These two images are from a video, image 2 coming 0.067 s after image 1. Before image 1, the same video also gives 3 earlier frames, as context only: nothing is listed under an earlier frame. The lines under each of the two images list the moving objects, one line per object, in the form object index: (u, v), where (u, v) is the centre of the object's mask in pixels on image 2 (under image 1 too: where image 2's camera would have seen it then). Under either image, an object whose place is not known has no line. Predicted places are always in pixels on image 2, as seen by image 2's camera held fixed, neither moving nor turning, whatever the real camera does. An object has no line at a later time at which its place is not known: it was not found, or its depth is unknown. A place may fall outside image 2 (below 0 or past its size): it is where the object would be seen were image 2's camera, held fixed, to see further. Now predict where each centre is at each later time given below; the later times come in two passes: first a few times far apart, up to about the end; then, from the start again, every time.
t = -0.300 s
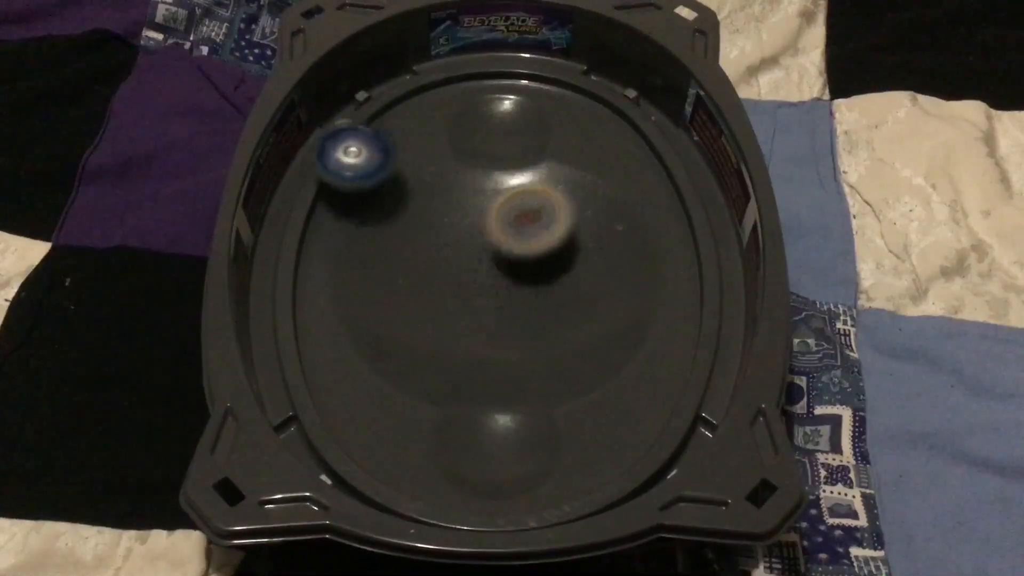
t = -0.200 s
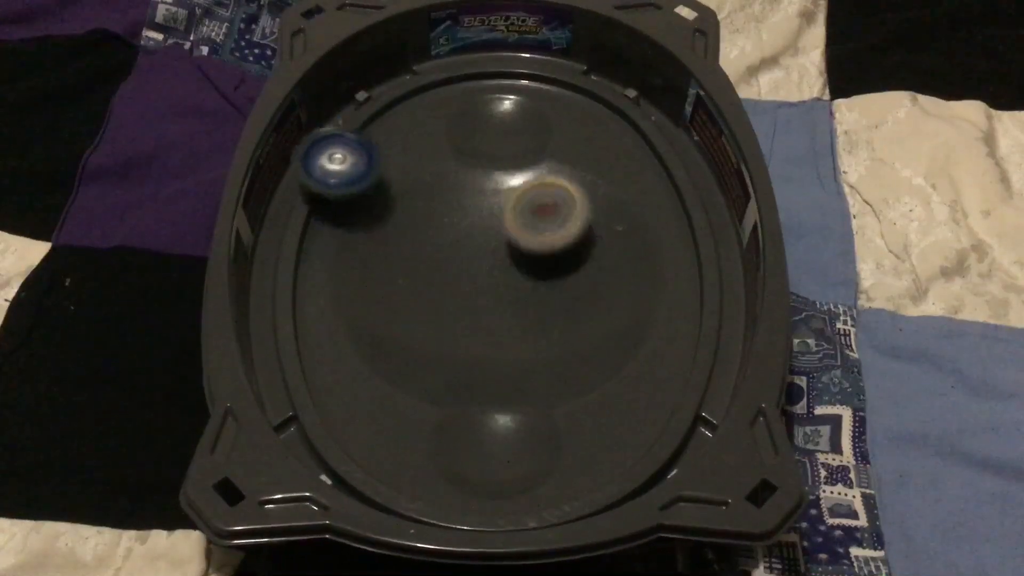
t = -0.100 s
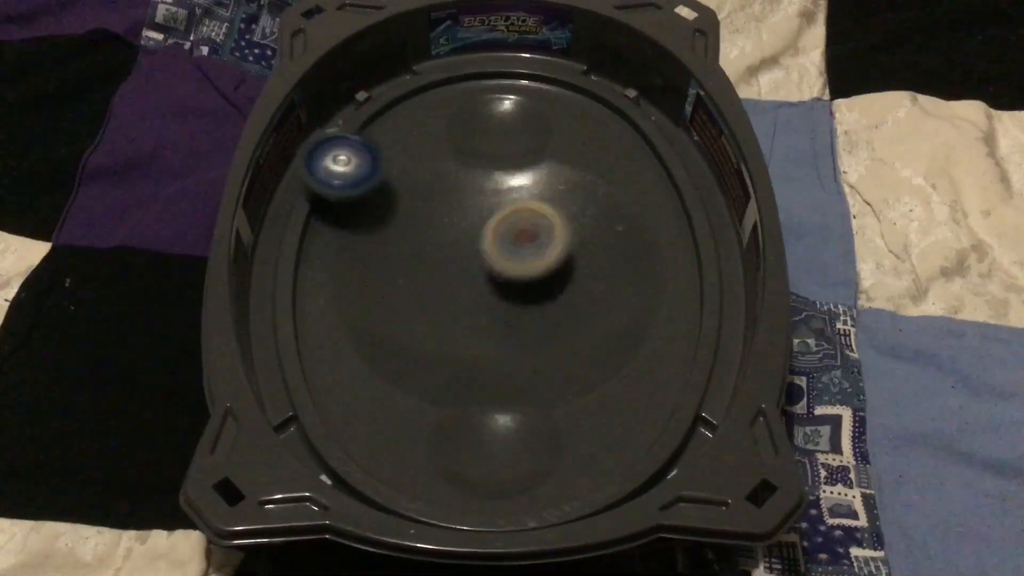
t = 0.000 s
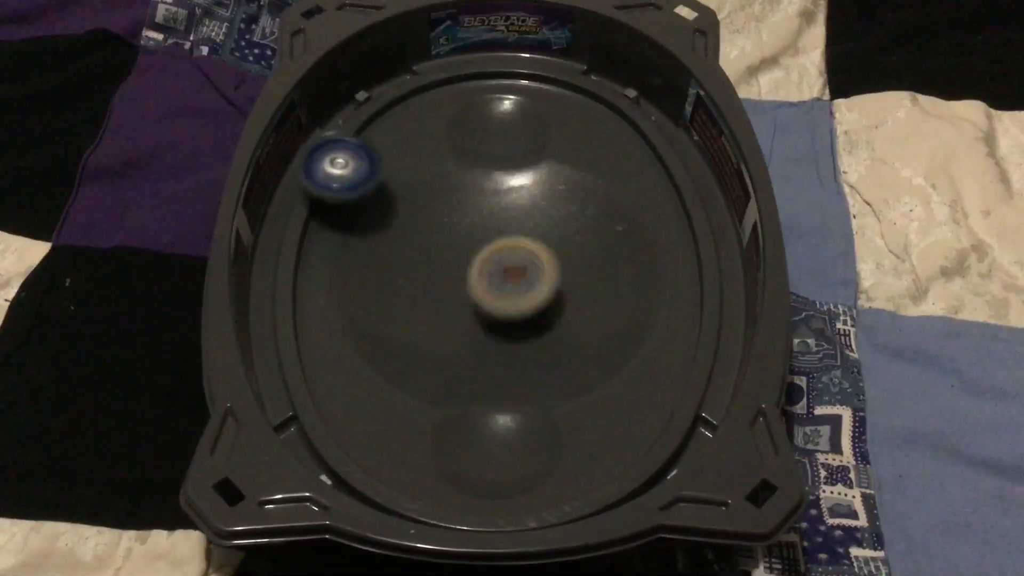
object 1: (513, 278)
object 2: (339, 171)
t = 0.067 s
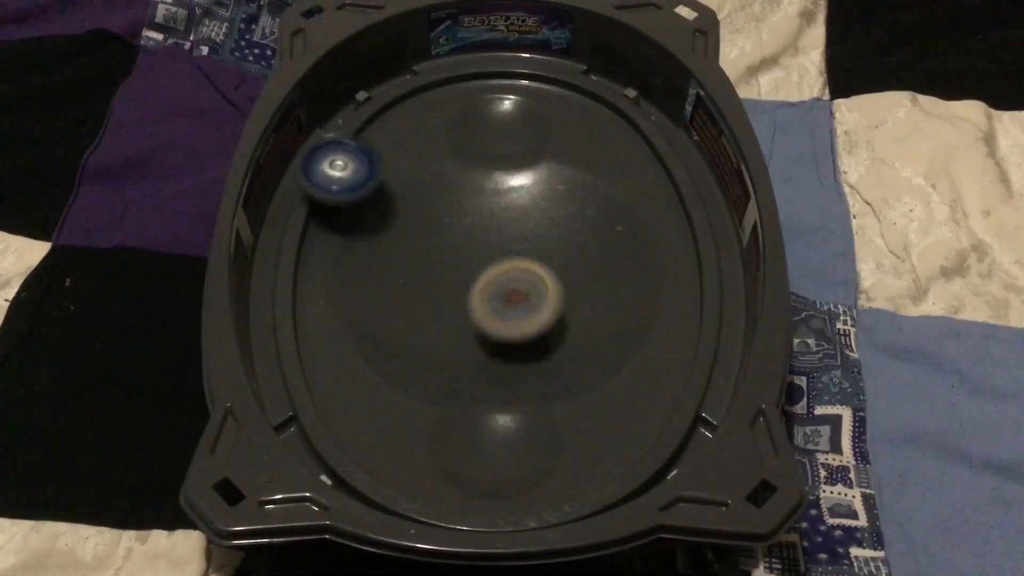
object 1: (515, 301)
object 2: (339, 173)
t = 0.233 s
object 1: (538, 312)
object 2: (344, 181)
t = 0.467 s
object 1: (541, 254)
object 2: (468, 208)
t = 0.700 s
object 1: (609, 282)
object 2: (467, 92)
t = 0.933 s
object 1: (467, 247)
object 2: (544, 115)
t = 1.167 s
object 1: (386, 276)
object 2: (484, 291)
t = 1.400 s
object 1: (414, 295)
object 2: (522, 356)
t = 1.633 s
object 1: (503, 212)
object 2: (493, 313)
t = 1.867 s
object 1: (531, 213)
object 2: (449, 224)
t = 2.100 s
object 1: (620, 212)
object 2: (434, 197)
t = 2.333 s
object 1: (578, 255)
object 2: (448, 248)
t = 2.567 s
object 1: (507, 249)
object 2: (391, 268)
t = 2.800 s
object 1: (562, 197)
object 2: (328, 234)
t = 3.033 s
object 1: (514, 213)
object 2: (317, 288)
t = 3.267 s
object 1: (518, 300)
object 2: (331, 355)
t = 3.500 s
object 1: (582, 287)
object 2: (374, 412)
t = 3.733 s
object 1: (496, 257)
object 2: (443, 451)
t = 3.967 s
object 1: (425, 298)
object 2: (528, 391)
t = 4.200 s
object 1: (495, 306)
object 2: (531, 369)
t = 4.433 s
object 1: (511, 208)
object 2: (420, 236)
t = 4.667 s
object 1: (497, 172)
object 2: (438, 102)
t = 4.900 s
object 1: (469, 227)
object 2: (463, 74)
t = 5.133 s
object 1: (522, 280)
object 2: (508, 131)
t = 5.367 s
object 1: (564, 262)
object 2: (499, 199)
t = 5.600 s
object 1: (586, 279)
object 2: (448, 213)
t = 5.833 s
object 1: (502, 265)
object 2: (433, 219)
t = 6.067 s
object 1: (507, 317)
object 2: (356, 152)
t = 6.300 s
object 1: (471, 283)
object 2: (407, 175)
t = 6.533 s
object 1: (462, 299)
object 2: (488, 188)
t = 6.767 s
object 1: (479, 286)
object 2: (563, 218)
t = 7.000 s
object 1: (470, 254)
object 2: (580, 265)
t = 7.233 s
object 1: (444, 243)
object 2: (525, 291)
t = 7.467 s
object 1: (430, 234)
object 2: (507, 301)
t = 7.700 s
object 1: (464, 229)
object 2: (530, 300)
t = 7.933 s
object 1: (505, 216)
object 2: (547, 289)
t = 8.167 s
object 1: (498, 204)
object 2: (540, 280)
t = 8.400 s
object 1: (455, 218)
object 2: (530, 308)
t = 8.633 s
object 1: (459, 253)
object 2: (508, 320)
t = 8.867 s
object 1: (491, 236)
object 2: (503, 311)
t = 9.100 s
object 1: (495, 195)
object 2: (505, 287)
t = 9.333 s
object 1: (478, 188)
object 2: (510, 273)
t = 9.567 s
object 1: (468, 215)
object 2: (515, 284)
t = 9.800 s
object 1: (479, 237)
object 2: (532, 323)
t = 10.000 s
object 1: (506, 252)
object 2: (521, 323)
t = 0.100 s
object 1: (520, 310)
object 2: (339, 175)
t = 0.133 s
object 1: (523, 313)
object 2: (340, 176)
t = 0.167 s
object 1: (529, 318)
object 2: (342, 177)
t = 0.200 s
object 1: (532, 316)
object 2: (343, 180)
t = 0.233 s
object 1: (538, 312)
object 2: (344, 181)
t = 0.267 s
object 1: (541, 306)
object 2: (347, 184)
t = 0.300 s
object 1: (547, 299)
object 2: (352, 185)
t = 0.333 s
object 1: (549, 289)
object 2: (365, 186)
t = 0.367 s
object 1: (553, 278)
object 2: (381, 191)
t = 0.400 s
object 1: (551, 267)
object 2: (407, 198)
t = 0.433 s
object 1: (547, 258)
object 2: (436, 203)
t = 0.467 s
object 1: (541, 254)
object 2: (468, 208)
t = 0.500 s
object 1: (568, 263)
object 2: (464, 186)
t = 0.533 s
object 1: (590, 273)
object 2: (454, 165)
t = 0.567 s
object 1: (606, 280)
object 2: (452, 147)
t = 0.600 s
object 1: (617, 283)
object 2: (453, 129)
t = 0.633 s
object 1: (620, 285)
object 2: (455, 116)
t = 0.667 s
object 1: (617, 284)
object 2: (458, 105)
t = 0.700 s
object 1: (609, 282)
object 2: (467, 92)
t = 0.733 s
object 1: (596, 278)
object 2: (484, 78)
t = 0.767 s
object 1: (578, 272)
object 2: (501, 68)
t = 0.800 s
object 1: (559, 265)
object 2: (517, 69)
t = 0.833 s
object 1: (536, 257)
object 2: (531, 74)
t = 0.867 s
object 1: (514, 252)
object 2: (541, 83)
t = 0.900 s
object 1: (491, 249)
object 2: (547, 100)
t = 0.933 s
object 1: (467, 247)
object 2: (544, 115)
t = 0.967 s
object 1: (446, 247)
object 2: (532, 134)
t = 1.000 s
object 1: (430, 244)
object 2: (518, 158)
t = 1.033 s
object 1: (414, 251)
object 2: (506, 186)
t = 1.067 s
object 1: (404, 255)
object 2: (495, 218)
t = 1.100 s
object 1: (398, 258)
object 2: (488, 246)
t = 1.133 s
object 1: (391, 266)
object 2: (485, 269)
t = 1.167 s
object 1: (386, 276)
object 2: (484, 291)
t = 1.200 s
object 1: (384, 280)
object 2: (486, 309)
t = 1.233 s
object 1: (374, 290)
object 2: (495, 324)
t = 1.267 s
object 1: (376, 292)
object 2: (500, 336)
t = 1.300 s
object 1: (385, 295)
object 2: (501, 339)
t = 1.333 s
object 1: (394, 307)
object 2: (501, 345)
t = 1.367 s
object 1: (411, 302)
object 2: (507, 348)
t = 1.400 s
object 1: (414, 295)
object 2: (522, 356)
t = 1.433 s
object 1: (423, 281)
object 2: (531, 358)
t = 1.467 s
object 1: (436, 267)
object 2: (535, 356)
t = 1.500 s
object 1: (447, 256)
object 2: (535, 353)
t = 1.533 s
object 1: (460, 240)
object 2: (530, 346)
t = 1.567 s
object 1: (474, 232)
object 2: (521, 337)
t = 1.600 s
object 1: (489, 219)
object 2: (507, 326)
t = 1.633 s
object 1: (503, 212)
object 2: (493, 313)
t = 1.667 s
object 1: (516, 210)
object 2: (474, 300)
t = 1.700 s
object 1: (525, 203)
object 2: (458, 287)
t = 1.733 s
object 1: (533, 208)
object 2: (446, 273)
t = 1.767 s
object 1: (534, 203)
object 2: (439, 259)
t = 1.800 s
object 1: (534, 207)
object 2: (439, 245)
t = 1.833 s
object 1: (532, 214)
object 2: (444, 235)
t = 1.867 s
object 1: (531, 213)
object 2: (449, 224)
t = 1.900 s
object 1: (566, 213)
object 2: (429, 217)
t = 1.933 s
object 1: (590, 206)
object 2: (414, 212)
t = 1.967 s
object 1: (609, 205)
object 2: (406, 208)
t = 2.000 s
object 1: (620, 203)
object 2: (404, 203)
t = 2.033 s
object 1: (627, 204)
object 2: (407, 201)
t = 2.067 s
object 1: (627, 207)
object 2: (417, 198)
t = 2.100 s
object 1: (620, 212)
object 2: (434, 197)
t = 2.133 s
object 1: (607, 219)
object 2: (456, 198)
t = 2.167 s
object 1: (589, 226)
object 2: (478, 204)
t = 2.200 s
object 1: (573, 231)
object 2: (493, 212)
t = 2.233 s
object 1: (581, 238)
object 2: (486, 220)
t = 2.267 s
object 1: (584, 246)
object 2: (473, 230)
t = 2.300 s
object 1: (583, 252)
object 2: (461, 241)
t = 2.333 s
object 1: (578, 255)
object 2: (448, 248)
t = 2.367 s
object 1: (570, 259)
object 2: (434, 256)
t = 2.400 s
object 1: (559, 264)
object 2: (427, 262)
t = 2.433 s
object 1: (545, 262)
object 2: (421, 266)
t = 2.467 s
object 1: (530, 263)
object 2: (417, 268)
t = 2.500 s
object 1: (514, 254)
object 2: (415, 268)
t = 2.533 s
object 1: (501, 255)
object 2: (411, 269)
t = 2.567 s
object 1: (507, 249)
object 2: (391, 268)
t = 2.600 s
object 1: (519, 243)
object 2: (372, 262)
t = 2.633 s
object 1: (530, 235)
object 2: (356, 253)
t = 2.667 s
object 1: (540, 229)
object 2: (343, 244)
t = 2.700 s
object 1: (550, 221)
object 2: (333, 237)
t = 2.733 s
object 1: (557, 212)
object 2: (325, 234)
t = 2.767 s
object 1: (561, 204)
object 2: (327, 233)
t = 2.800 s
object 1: (562, 197)
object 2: (328, 234)
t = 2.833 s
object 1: (559, 191)
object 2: (330, 234)
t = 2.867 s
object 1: (554, 187)
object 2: (329, 239)
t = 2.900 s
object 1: (547, 185)
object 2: (330, 245)
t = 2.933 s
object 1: (539, 186)
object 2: (328, 254)
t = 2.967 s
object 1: (530, 191)
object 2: (324, 263)
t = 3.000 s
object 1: (522, 199)
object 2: (319, 275)
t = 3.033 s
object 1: (514, 213)
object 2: (317, 288)
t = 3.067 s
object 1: (508, 227)
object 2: (320, 298)
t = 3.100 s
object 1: (505, 243)
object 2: (322, 306)
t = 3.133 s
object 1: (504, 258)
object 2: (326, 317)
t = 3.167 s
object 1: (504, 269)
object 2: (324, 327)
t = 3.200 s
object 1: (507, 281)
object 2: (326, 338)
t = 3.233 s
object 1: (511, 292)
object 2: (328, 348)
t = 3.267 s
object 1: (518, 300)
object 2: (331, 355)
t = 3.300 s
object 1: (527, 307)
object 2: (335, 363)
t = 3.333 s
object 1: (537, 310)
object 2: (339, 371)
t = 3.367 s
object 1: (550, 311)
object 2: (344, 377)
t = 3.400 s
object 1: (561, 309)
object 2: (351, 388)
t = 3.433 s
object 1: (573, 303)
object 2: (356, 395)
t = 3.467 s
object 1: (578, 296)
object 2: (366, 403)
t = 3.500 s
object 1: (582, 287)
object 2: (374, 412)
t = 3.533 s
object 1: (581, 280)
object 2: (381, 420)
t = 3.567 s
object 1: (576, 272)
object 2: (391, 427)
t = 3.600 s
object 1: (565, 267)
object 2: (400, 431)
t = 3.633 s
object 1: (549, 261)
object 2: (410, 437)
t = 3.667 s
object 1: (531, 259)
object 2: (420, 442)
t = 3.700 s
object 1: (512, 257)
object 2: (432, 448)
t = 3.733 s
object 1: (496, 257)
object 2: (443, 451)
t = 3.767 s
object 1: (481, 257)
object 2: (456, 453)
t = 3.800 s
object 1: (465, 260)
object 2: (466, 450)
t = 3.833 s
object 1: (451, 264)
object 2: (479, 445)
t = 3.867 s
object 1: (440, 270)
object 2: (490, 431)
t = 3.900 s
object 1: (431, 279)
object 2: (502, 417)
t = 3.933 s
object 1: (425, 288)
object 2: (515, 403)
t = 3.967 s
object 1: (425, 298)
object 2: (528, 391)
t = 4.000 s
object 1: (428, 307)
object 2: (539, 384)
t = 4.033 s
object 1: (436, 313)
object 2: (546, 379)
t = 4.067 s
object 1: (446, 318)
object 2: (547, 378)
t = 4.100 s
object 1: (457, 320)
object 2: (546, 375)
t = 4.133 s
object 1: (471, 320)
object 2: (545, 374)
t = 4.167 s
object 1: (483, 316)
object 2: (541, 374)
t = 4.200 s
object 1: (495, 306)
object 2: (531, 369)
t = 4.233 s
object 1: (504, 294)
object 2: (516, 362)
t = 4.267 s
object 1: (507, 281)
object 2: (497, 352)
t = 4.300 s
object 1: (510, 265)
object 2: (475, 337)
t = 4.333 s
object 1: (509, 253)
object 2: (457, 315)
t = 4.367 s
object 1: (510, 238)
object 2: (441, 288)
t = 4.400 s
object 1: (512, 222)
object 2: (427, 264)
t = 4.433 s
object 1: (511, 208)
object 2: (420, 236)
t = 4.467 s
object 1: (509, 194)
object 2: (421, 207)
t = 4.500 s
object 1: (512, 184)
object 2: (416, 184)
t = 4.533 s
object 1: (515, 177)
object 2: (417, 161)
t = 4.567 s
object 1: (513, 173)
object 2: (422, 143)
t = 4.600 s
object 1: (510, 171)
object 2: (430, 125)
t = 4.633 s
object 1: (504, 171)
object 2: (434, 115)
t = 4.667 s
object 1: (497, 172)
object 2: (438, 102)
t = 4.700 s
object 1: (488, 173)
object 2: (441, 91)
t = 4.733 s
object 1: (479, 177)
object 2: (442, 82)
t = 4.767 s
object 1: (469, 182)
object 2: (444, 75)
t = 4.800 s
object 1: (464, 189)
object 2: (445, 68)
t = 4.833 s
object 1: (462, 200)
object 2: (450, 68)
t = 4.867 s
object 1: (463, 214)
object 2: (456, 71)
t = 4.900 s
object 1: (469, 227)
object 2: (463, 74)
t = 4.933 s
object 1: (477, 241)
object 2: (472, 79)
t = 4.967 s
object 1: (483, 255)
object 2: (485, 89)
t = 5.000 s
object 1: (488, 263)
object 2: (500, 98)
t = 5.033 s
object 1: (493, 269)
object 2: (511, 106)
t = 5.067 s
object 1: (500, 274)
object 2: (516, 114)
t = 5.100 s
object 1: (510, 278)
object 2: (515, 124)
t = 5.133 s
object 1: (522, 280)
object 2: (508, 131)
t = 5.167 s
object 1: (537, 282)
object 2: (498, 136)
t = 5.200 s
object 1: (547, 282)
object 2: (489, 141)
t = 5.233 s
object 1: (554, 280)
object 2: (482, 145)
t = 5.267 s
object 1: (560, 276)
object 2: (480, 152)
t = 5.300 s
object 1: (563, 272)
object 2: (481, 164)
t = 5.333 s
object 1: (564, 267)
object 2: (488, 180)
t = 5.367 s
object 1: (564, 262)
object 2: (499, 199)
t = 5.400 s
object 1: (566, 262)
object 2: (502, 212)
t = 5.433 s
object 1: (581, 271)
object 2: (492, 214)
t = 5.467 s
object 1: (591, 276)
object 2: (480, 214)
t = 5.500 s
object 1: (597, 279)
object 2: (468, 214)
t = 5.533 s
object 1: (597, 280)
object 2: (461, 216)
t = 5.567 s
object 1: (593, 281)
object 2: (454, 216)
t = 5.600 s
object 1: (586, 279)
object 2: (448, 213)
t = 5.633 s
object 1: (576, 279)
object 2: (442, 213)
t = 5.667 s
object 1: (565, 276)
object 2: (439, 213)
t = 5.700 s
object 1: (552, 273)
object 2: (435, 213)
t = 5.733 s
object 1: (539, 271)
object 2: (433, 213)
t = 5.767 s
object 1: (526, 270)
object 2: (432, 215)
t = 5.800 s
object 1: (513, 267)
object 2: (432, 217)
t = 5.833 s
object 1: (502, 265)
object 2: (433, 219)
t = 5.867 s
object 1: (504, 270)
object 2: (421, 217)
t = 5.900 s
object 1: (512, 284)
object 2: (401, 197)
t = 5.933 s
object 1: (517, 299)
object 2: (388, 182)
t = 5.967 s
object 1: (516, 309)
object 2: (378, 167)
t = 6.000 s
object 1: (512, 315)
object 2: (371, 160)
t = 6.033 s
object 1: (509, 316)
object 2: (361, 153)
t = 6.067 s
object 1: (507, 317)
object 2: (356, 152)
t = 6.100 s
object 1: (505, 315)
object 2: (368, 154)
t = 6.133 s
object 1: (501, 311)
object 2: (378, 155)
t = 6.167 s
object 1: (496, 307)
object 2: (384, 156)
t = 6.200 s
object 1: (491, 301)
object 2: (391, 158)
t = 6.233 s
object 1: (484, 294)
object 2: (394, 161)
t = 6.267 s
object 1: (477, 289)
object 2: (399, 167)
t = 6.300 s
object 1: (471, 283)
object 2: (407, 175)
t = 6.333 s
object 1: (465, 277)
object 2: (418, 185)
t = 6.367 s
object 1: (459, 273)
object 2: (432, 196)
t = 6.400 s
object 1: (458, 277)
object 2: (442, 201)
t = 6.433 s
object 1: (457, 287)
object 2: (449, 192)
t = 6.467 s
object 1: (456, 294)
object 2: (462, 187)
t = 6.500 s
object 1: (458, 298)
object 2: (476, 184)
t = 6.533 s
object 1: (462, 299)
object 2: (488, 188)
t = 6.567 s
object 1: (468, 297)
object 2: (500, 194)
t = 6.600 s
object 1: (474, 293)
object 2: (510, 202)
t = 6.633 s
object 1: (480, 288)
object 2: (520, 212)
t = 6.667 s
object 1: (482, 285)
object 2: (527, 217)
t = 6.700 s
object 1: (479, 288)
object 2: (543, 214)
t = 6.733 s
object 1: (478, 288)
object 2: (554, 213)
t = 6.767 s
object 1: (479, 286)
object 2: (563, 218)
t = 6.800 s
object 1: (481, 284)
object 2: (571, 223)
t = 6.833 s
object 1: (483, 281)
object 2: (576, 230)
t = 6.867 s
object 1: (485, 275)
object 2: (579, 239)
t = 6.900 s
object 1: (487, 271)
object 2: (578, 247)
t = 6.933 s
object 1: (482, 265)
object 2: (580, 253)
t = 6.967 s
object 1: (476, 259)
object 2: (581, 258)
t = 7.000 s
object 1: (470, 254)
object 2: (580, 265)
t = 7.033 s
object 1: (465, 251)
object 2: (577, 272)
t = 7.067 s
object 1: (460, 248)
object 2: (571, 278)
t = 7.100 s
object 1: (456, 247)
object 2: (564, 282)
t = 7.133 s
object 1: (453, 246)
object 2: (553, 287)
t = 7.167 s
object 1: (451, 246)
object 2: (540, 288)
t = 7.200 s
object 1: (450, 247)
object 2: (528, 289)
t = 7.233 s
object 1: (444, 243)
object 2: (525, 291)
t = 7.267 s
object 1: (439, 239)
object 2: (521, 295)
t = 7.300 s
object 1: (436, 237)
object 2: (517, 297)
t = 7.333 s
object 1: (434, 237)
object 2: (511, 298)
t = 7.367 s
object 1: (434, 238)
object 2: (503, 297)
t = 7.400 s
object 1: (433, 238)
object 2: (503, 297)
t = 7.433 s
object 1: (430, 234)
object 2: (505, 300)
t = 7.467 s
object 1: (430, 234)
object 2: (507, 301)
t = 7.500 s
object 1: (433, 235)
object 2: (508, 301)
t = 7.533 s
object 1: (436, 236)
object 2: (509, 300)
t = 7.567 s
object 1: (442, 238)
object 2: (509, 299)
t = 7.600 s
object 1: (449, 240)
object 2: (511, 298)
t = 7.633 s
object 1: (453, 235)
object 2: (518, 298)
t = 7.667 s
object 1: (459, 231)
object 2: (524, 299)
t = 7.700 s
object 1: (464, 229)
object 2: (530, 300)
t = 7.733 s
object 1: (469, 227)
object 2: (533, 299)
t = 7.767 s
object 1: (476, 226)
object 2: (537, 299)
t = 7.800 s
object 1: (482, 226)
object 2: (539, 298)
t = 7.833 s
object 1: (490, 225)
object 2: (542, 295)
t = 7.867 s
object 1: (498, 224)
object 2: (543, 291)
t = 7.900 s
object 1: (504, 222)
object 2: (545, 289)
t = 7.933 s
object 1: (505, 216)
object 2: (547, 289)
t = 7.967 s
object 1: (506, 209)
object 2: (547, 288)
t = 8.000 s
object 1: (506, 206)
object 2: (548, 285)
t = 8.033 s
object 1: (506, 205)
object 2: (547, 283)
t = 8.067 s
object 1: (505, 206)
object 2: (544, 281)
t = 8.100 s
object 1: (504, 207)
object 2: (542, 278)
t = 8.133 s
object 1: (500, 205)
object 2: (541, 279)
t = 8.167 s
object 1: (498, 204)
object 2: (540, 280)
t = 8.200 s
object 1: (494, 206)
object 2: (537, 281)
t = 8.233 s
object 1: (489, 210)
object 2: (532, 282)
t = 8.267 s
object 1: (485, 216)
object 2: (530, 283)
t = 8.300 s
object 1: (479, 214)
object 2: (532, 288)
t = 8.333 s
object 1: (471, 212)
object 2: (533, 296)
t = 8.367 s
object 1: (462, 214)
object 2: (533, 302)
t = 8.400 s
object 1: (455, 218)
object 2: (530, 308)
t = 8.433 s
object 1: (450, 224)
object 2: (526, 310)
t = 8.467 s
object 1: (449, 232)
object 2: (521, 311)
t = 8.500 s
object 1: (450, 241)
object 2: (514, 313)
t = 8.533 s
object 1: (454, 249)
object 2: (508, 313)
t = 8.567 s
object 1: (457, 251)
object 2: (508, 316)
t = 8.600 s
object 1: (457, 250)
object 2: (510, 318)
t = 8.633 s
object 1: (459, 253)
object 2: (508, 320)
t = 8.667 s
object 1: (463, 255)
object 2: (507, 321)
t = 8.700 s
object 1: (468, 255)
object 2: (507, 321)
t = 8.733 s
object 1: (474, 252)
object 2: (505, 322)
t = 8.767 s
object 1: (477, 249)
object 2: (504, 321)
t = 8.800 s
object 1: (481, 248)
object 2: (503, 319)
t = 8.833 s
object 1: (487, 244)
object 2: (503, 316)
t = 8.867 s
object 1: (491, 236)
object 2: (503, 311)
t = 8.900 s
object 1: (491, 230)
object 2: (503, 308)
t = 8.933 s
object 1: (493, 224)
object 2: (503, 304)
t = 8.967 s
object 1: (495, 220)
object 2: (503, 298)
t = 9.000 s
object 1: (496, 216)
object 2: (503, 292)
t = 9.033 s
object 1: (495, 212)
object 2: (503, 288)
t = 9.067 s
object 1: (496, 203)
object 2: (505, 288)
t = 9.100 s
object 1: (495, 195)
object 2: (505, 287)
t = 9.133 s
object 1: (493, 189)
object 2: (506, 285)
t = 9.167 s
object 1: (489, 186)
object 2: (506, 283)
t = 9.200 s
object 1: (486, 186)
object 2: (506, 279)
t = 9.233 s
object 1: (484, 186)
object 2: (506, 275)
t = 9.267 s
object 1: (482, 188)
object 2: (506, 271)
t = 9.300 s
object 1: (478, 192)
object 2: (506, 269)
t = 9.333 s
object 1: (478, 188)
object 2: (510, 273)
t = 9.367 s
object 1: (475, 187)
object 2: (511, 274)
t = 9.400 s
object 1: (471, 187)
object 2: (512, 277)
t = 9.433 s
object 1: (468, 191)
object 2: (511, 277)
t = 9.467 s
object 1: (468, 197)
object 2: (511, 277)
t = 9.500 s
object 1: (468, 204)
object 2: (510, 278)
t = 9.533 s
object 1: (469, 211)
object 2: (513, 280)
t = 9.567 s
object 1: (468, 215)
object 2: (515, 284)
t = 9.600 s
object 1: (470, 221)
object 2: (516, 288)
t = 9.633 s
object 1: (470, 224)
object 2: (517, 292)
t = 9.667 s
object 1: (472, 230)
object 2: (521, 297)
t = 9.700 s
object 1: (475, 231)
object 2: (526, 305)
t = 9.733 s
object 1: (474, 230)
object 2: (529, 313)
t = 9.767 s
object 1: (475, 233)
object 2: (532, 319)
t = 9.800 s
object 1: (479, 237)
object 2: (532, 323)
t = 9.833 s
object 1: (480, 238)
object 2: (529, 324)
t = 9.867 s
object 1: (483, 244)
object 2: (528, 325)
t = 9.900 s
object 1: (488, 248)
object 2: (526, 326)
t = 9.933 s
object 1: (492, 251)
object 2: (523, 323)
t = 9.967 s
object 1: (498, 254)
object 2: (520, 323)
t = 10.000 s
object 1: (506, 252)
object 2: (521, 323)
